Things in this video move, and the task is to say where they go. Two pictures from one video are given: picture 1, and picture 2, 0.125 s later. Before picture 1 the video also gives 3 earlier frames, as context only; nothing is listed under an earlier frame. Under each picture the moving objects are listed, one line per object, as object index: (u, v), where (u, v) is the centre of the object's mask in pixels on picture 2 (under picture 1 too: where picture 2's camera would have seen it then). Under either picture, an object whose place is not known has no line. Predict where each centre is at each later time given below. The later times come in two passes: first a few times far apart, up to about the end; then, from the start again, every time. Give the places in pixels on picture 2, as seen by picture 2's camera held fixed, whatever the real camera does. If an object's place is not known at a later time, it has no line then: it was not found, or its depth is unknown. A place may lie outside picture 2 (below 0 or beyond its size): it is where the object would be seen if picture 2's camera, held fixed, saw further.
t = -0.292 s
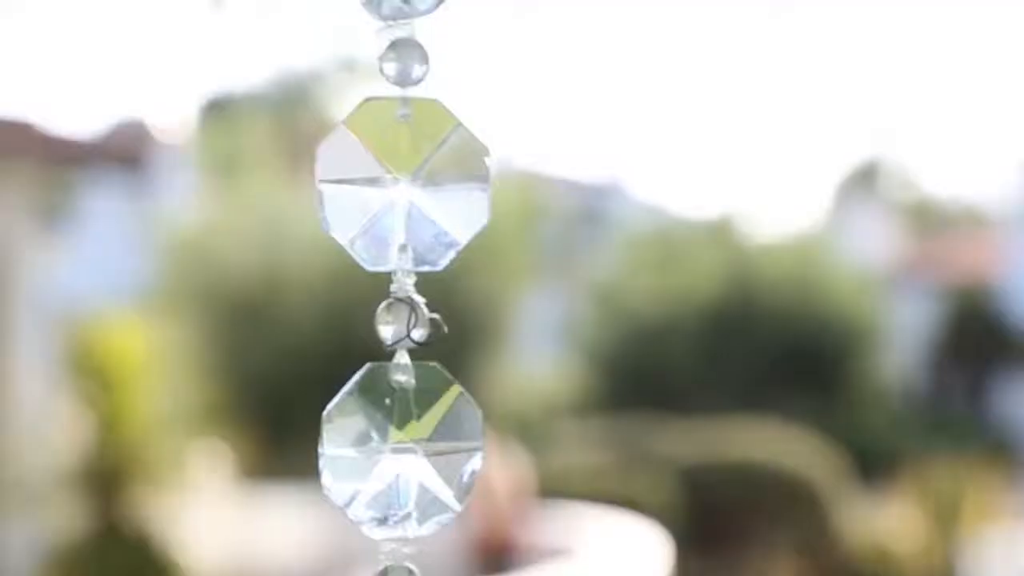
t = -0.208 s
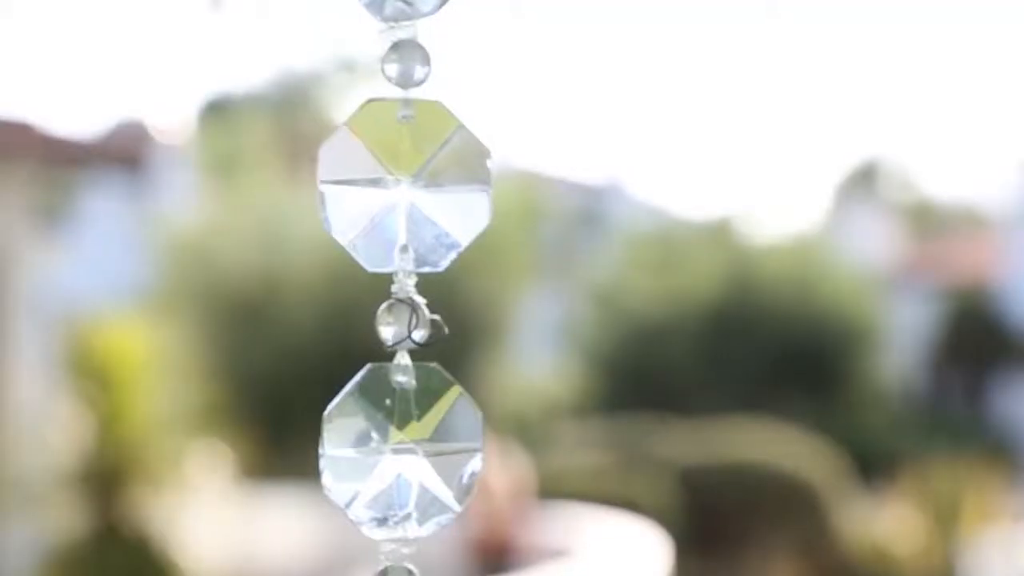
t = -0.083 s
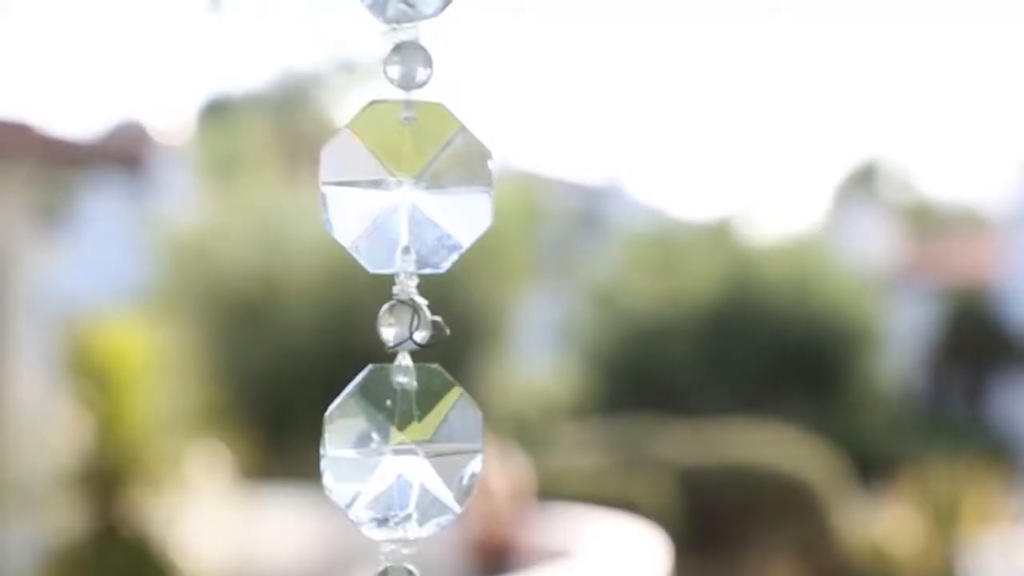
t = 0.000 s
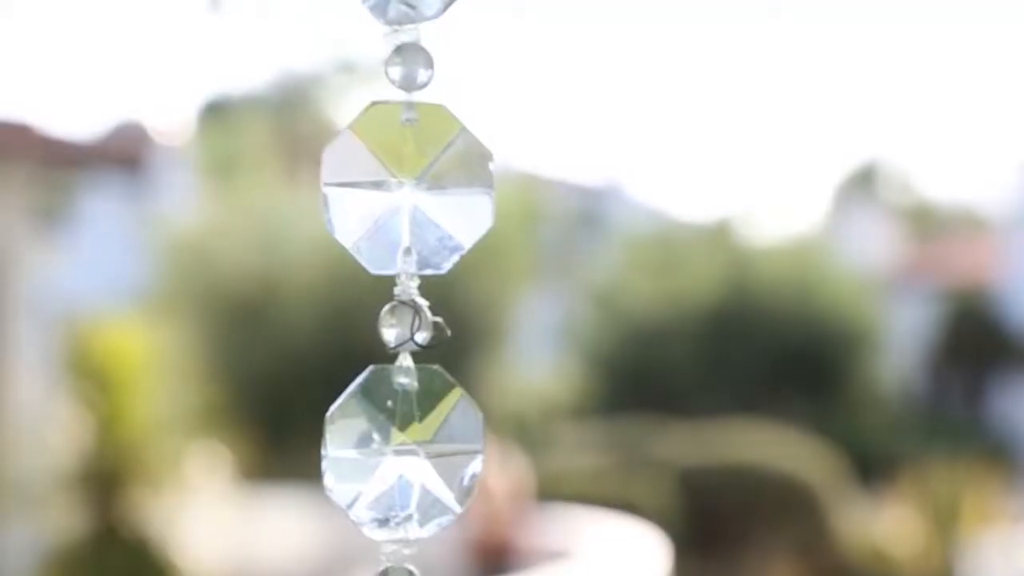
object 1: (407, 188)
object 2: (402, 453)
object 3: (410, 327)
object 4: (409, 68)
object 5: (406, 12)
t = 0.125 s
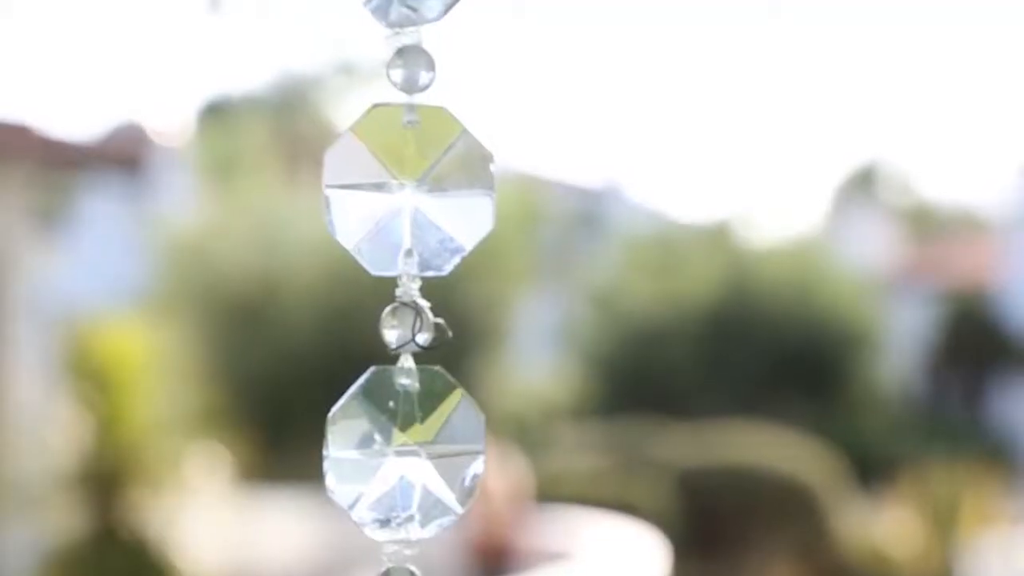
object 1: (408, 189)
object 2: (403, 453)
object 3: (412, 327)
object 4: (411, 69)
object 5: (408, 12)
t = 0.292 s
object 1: (409, 190)
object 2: (405, 453)
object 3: (413, 327)
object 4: (412, 71)
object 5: (409, 11)
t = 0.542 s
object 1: (409, 192)
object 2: (406, 451)
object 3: (413, 327)
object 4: (411, 74)
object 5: (411, 10)
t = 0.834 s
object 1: (417, 195)
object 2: (415, 450)
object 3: (421, 327)
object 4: (418, 77)
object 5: (419, 6)
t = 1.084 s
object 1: (426, 196)
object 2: (423, 449)
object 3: (430, 326)
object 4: (427, 78)
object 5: (430, -4)
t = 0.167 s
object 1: (409, 189)
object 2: (404, 453)
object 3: (412, 327)
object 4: (411, 69)
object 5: (409, 11)
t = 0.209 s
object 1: (409, 189)
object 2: (404, 453)
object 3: (412, 327)
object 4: (412, 70)
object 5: (409, 11)
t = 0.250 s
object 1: (409, 190)
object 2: (405, 453)
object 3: (412, 327)
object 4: (411, 70)
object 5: (409, 11)
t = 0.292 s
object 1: (409, 190)
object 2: (405, 453)
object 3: (413, 327)
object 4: (412, 71)
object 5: (409, 11)
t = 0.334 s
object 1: (409, 190)
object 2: (405, 452)
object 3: (413, 327)
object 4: (411, 71)
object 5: (409, 11)
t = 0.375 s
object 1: (408, 191)
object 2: (405, 452)
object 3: (413, 327)
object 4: (411, 72)
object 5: (409, 11)
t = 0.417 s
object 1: (409, 191)
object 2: (406, 452)
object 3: (413, 327)
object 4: (411, 72)
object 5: (409, 11)
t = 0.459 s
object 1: (408, 191)
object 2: (406, 452)
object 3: (413, 327)
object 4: (411, 73)
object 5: (409, 10)
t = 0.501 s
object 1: (408, 192)
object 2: (406, 452)
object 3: (413, 327)
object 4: (411, 73)
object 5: (410, 11)
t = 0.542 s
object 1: (409, 192)
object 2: (406, 451)
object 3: (413, 327)
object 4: (411, 74)
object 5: (411, 10)
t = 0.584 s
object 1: (409, 192)
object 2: (407, 451)
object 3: (414, 327)
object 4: (411, 74)
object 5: (412, 10)
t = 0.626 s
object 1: (410, 193)
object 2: (408, 451)
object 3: (414, 327)
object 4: (412, 75)
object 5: (413, 10)
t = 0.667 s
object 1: (411, 193)
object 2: (409, 451)
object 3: (416, 327)
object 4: (413, 75)
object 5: (414, 9)
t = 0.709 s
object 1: (412, 193)
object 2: (410, 450)
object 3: (417, 327)
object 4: (414, 75)
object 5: (415, 8)
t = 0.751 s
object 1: (413, 194)
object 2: (412, 450)
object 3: (418, 327)
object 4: (415, 76)
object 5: (418, 8)
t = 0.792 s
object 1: (415, 194)
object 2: (413, 450)
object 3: (419, 327)
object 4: (417, 77)
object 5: (417, 6)
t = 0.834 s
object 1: (417, 195)
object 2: (415, 450)
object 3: (421, 327)
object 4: (418, 77)
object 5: (419, 6)
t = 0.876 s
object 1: (418, 195)
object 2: (416, 449)
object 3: (423, 326)
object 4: (420, 77)
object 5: (421, 4)
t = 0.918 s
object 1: (420, 195)
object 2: (418, 449)
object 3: (425, 326)
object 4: (422, 78)
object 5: (423, 3)
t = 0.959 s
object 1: (422, 196)
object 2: (420, 449)
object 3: (427, 326)
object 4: (423, 78)
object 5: (424, 2)
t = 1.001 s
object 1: (424, 196)
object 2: (421, 448)
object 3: (428, 326)
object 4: (425, 78)
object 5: (426, 0)
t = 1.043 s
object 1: (425, 197)
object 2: (422, 448)
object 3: (429, 326)
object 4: (426, 78)
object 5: (428, -2)
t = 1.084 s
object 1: (426, 196)
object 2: (423, 449)
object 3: (430, 326)
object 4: (427, 78)
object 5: (430, -4)
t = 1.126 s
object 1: (428, 197)
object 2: (424, 448)
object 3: (432, 325)
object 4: (428, 78)
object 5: (431, -5)
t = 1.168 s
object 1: (429, 197)
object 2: (425, 448)
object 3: (433, 326)
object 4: (430, 78)
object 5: (433, -6)
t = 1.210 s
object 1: (431, 197)
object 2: (426, 448)
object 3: (434, 325)
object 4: (431, 78)
